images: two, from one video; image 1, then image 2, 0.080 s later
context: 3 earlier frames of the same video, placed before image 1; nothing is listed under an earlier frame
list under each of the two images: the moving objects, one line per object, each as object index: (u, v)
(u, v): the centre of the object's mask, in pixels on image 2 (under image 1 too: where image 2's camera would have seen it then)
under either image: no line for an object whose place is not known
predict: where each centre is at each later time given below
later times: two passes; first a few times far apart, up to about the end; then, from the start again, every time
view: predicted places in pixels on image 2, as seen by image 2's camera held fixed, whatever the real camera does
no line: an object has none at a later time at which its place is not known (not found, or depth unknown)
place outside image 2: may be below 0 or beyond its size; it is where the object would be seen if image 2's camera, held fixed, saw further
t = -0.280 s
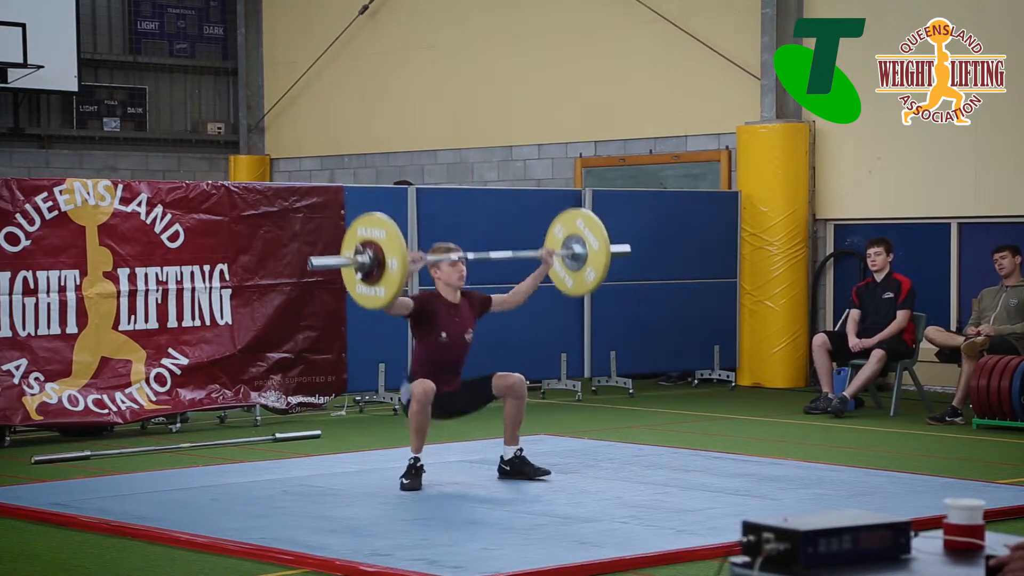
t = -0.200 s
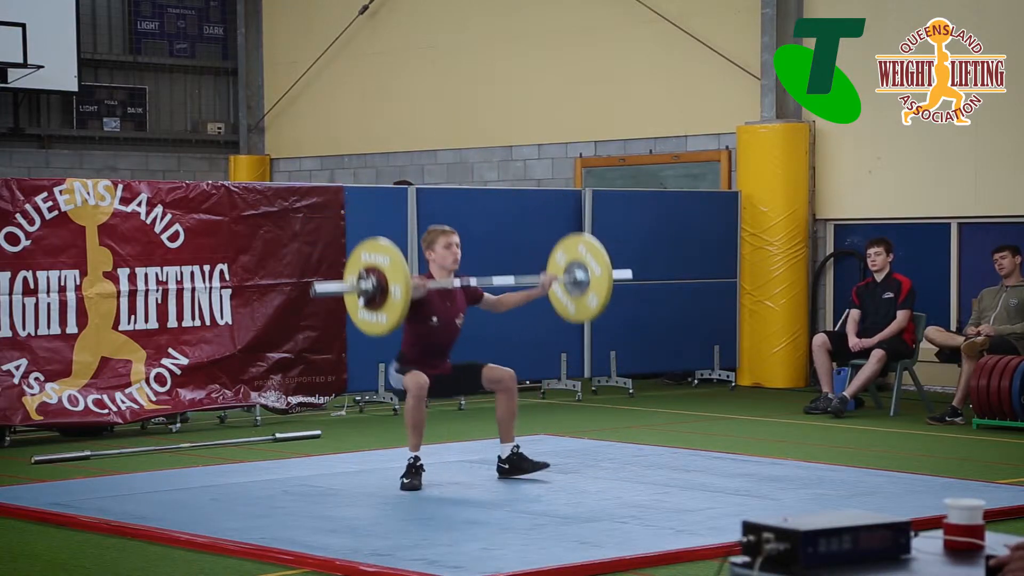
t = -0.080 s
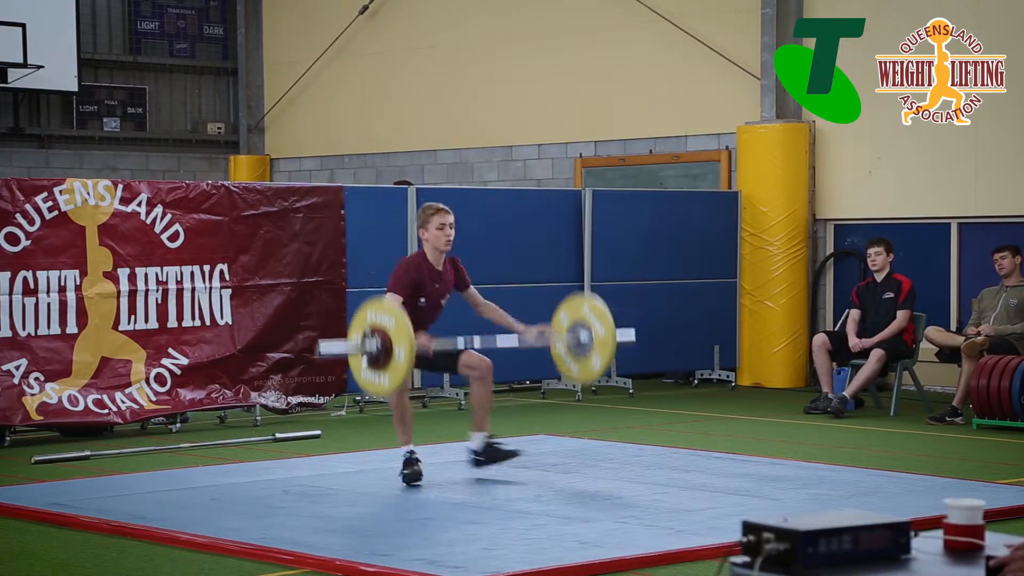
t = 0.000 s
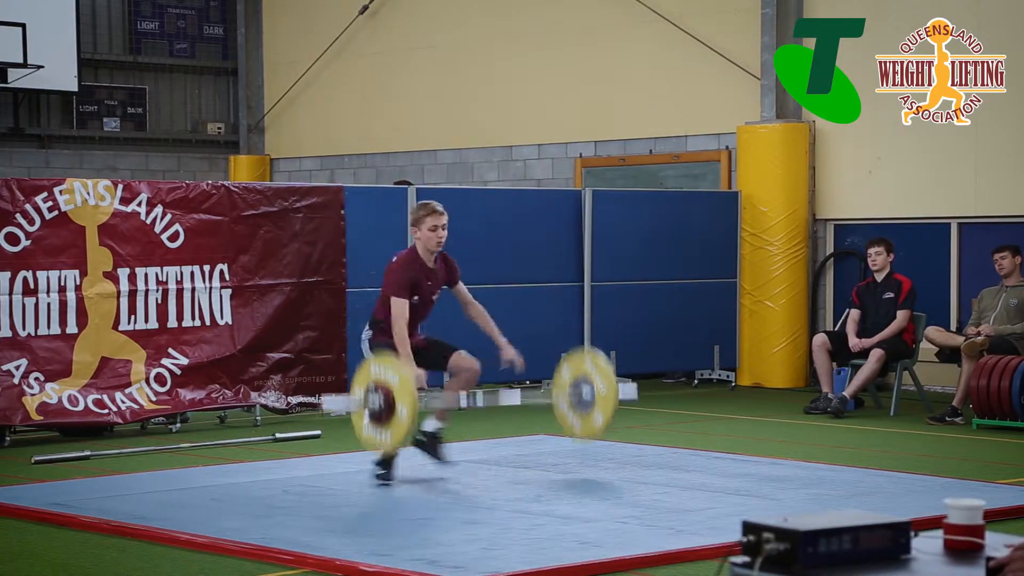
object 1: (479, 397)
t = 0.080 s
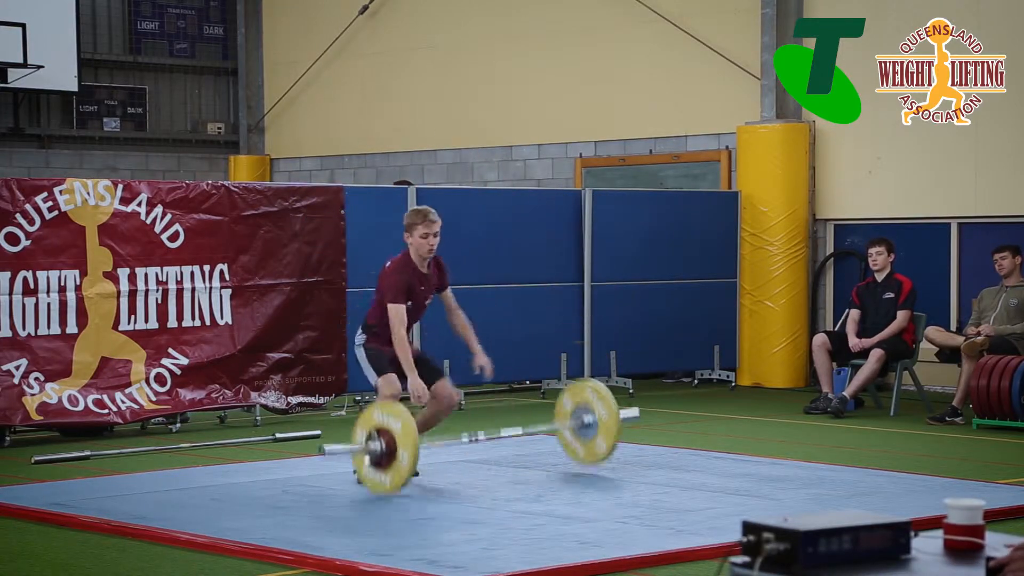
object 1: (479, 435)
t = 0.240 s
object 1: (474, 403)
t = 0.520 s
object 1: (470, 436)
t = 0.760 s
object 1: (459, 442)
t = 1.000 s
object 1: (456, 444)
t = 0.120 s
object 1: (477, 422)
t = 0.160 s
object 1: (477, 412)
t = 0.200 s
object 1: (475, 406)
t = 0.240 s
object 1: (474, 403)
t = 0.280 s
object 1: (474, 403)
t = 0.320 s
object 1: (473, 406)
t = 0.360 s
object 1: (471, 411)
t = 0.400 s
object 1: (472, 421)
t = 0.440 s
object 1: (472, 433)
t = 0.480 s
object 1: (471, 441)
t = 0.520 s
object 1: (470, 436)
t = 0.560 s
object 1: (466, 433)
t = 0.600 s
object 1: (464, 433)
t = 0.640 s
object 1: (465, 436)
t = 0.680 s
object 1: (463, 443)
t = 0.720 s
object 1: (460, 442)
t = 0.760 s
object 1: (459, 442)
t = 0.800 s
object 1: (458, 443)
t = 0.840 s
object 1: (458, 443)
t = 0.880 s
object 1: (456, 444)
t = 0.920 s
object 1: (455, 444)
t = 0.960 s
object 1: (456, 444)
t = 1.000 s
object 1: (456, 444)
